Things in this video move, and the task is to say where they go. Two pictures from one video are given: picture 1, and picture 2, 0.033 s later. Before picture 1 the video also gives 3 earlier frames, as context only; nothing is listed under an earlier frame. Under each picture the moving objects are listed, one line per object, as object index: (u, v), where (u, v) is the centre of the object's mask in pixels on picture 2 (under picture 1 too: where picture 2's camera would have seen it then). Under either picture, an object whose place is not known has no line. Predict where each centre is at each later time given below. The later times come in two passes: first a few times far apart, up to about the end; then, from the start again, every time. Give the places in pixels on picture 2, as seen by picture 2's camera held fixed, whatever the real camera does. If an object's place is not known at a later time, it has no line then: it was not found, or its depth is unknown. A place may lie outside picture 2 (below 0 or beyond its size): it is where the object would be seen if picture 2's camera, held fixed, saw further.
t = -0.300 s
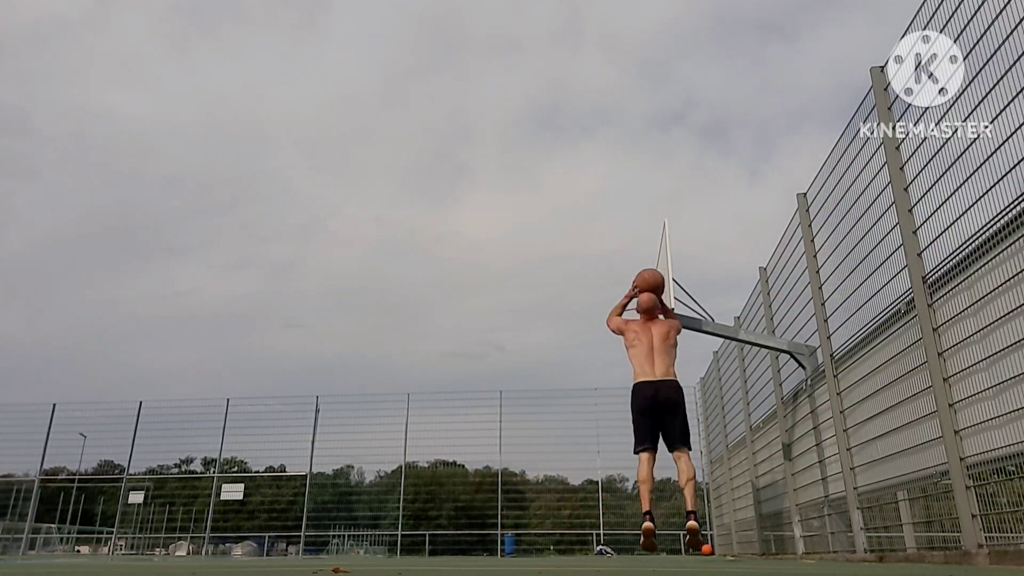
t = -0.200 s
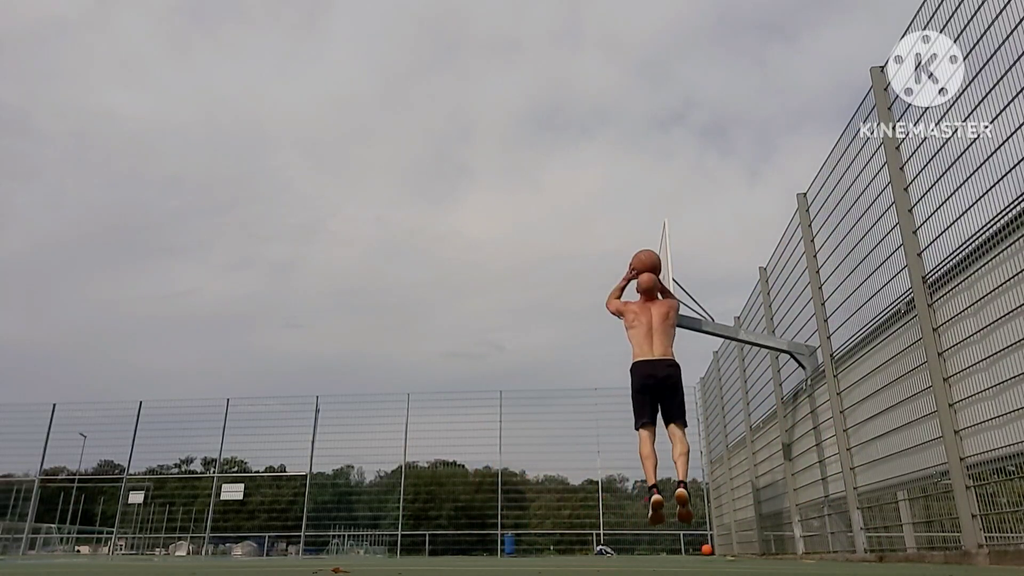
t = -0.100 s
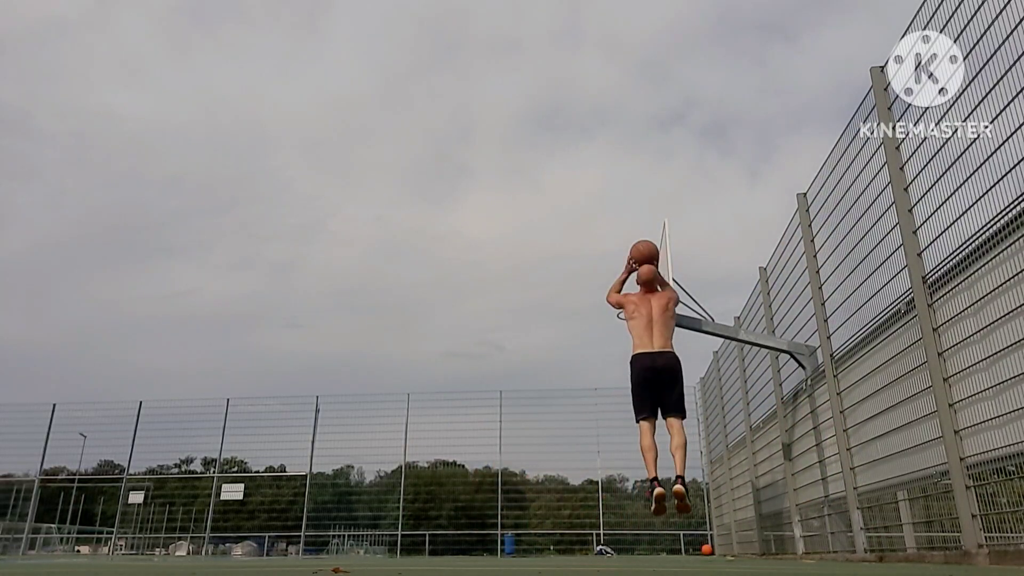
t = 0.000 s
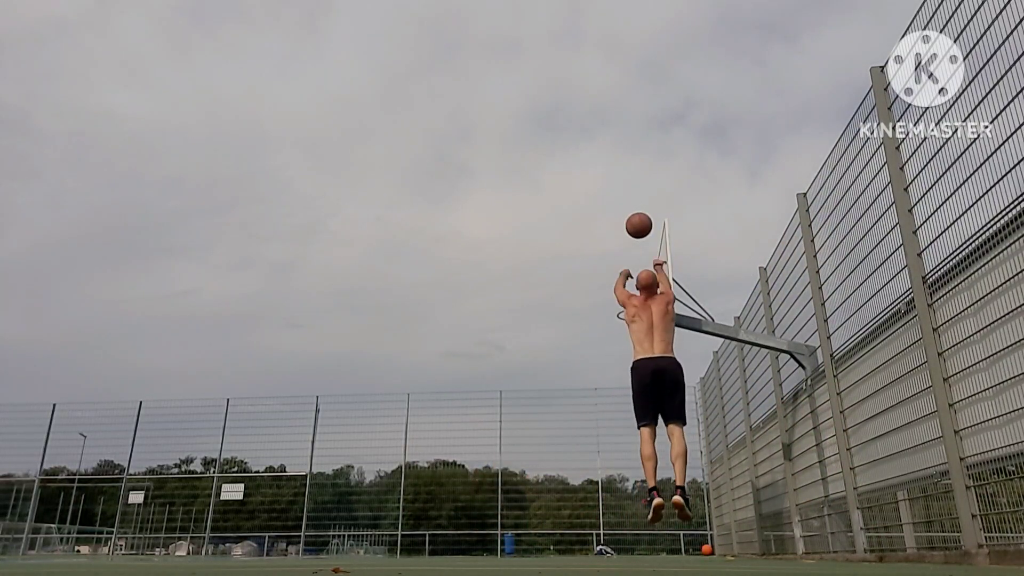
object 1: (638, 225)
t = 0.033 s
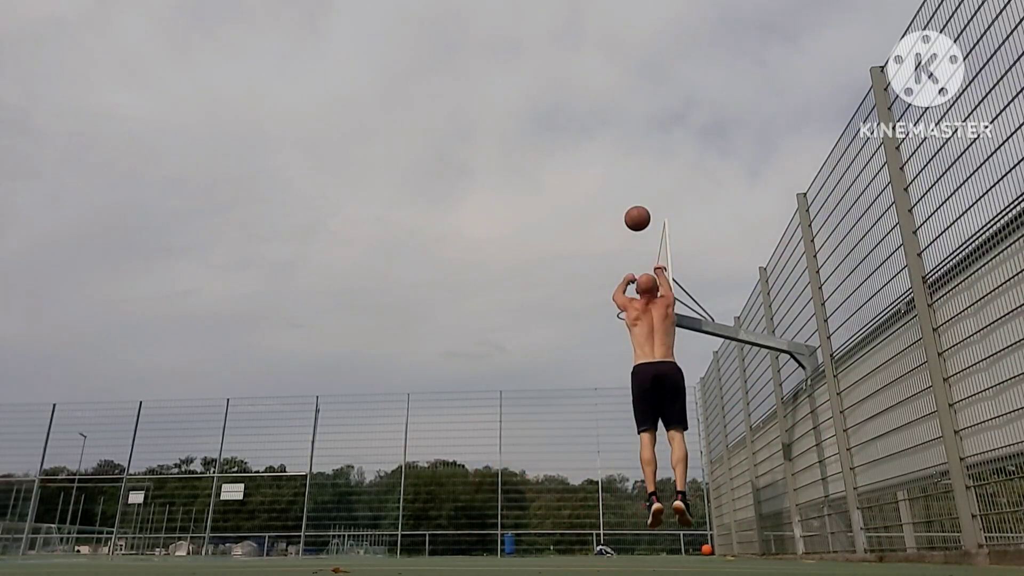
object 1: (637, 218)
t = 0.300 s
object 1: (630, 205)
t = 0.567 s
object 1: (627, 245)
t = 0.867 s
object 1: (643, 310)
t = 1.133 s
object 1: (601, 280)
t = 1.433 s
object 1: (555, 303)
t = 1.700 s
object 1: (513, 381)
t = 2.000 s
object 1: (462, 539)
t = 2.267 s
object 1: (444, 413)
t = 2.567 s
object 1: (423, 344)
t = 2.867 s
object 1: (401, 345)
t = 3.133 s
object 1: (378, 409)
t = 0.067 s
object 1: (636, 213)
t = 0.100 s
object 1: (635, 208)
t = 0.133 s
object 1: (633, 205)
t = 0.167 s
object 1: (633, 203)
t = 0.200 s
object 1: (632, 202)
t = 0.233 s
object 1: (631, 202)
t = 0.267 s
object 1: (630, 203)
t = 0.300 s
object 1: (630, 205)
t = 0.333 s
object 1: (629, 208)
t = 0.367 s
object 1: (629, 211)
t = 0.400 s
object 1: (628, 215)
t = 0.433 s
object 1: (628, 220)
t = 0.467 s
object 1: (628, 225)
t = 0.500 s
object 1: (628, 231)
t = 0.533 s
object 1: (628, 238)
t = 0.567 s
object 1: (627, 245)
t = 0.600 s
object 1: (628, 253)
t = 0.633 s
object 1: (628, 261)
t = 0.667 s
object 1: (628, 270)
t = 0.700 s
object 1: (628, 280)
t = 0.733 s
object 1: (628, 290)
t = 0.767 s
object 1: (628, 301)
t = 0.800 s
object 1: (628, 312)
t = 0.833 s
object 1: (635, 312)
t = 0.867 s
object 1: (643, 310)
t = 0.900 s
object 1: (640, 304)
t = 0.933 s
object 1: (634, 299)
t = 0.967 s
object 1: (629, 294)
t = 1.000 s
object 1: (623, 290)
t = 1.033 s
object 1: (618, 286)
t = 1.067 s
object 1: (612, 284)
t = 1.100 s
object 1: (607, 282)
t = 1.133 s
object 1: (601, 280)
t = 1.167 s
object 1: (596, 280)
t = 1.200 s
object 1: (591, 280)
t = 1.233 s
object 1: (586, 281)
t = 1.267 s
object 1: (581, 283)
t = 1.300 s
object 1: (575, 286)
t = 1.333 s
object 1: (570, 289)
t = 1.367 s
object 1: (565, 293)
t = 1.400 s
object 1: (560, 298)
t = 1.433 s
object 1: (555, 303)
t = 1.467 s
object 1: (550, 310)
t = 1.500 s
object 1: (545, 317)
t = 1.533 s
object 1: (539, 325)
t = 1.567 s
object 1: (534, 335)
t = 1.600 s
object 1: (529, 345)
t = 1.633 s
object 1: (524, 356)
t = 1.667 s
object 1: (519, 368)
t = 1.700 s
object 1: (513, 381)
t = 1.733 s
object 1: (508, 395)
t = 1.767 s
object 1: (503, 411)
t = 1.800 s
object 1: (497, 428)
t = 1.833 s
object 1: (491, 446)
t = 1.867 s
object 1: (485, 465)
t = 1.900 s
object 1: (479, 485)
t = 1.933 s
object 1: (473, 507)
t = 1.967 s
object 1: (466, 531)
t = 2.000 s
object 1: (462, 539)
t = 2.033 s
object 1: (459, 520)
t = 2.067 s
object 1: (457, 501)
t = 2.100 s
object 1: (455, 483)
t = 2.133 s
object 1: (452, 468)
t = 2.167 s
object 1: (450, 453)
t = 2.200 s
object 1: (448, 438)
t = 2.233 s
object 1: (446, 425)
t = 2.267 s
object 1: (444, 413)
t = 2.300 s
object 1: (442, 402)
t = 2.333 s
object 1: (439, 392)
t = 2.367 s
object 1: (437, 382)
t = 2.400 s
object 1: (435, 374)
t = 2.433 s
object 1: (433, 366)
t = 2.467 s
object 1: (430, 359)
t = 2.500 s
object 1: (428, 353)
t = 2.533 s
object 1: (426, 349)
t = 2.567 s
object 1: (423, 344)
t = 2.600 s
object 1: (421, 341)
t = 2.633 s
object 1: (419, 338)
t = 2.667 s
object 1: (416, 337)
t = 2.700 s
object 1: (414, 336)
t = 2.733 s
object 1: (411, 336)
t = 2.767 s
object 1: (409, 337)
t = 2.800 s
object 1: (406, 338)
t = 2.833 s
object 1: (404, 341)
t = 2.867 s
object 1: (401, 345)
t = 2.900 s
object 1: (398, 349)
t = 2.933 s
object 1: (396, 355)
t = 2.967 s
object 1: (393, 361)
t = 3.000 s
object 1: (390, 369)
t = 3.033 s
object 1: (387, 377)
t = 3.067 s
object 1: (384, 387)
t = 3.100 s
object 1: (381, 397)
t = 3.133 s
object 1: (378, 409)
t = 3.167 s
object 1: (375, 422)
